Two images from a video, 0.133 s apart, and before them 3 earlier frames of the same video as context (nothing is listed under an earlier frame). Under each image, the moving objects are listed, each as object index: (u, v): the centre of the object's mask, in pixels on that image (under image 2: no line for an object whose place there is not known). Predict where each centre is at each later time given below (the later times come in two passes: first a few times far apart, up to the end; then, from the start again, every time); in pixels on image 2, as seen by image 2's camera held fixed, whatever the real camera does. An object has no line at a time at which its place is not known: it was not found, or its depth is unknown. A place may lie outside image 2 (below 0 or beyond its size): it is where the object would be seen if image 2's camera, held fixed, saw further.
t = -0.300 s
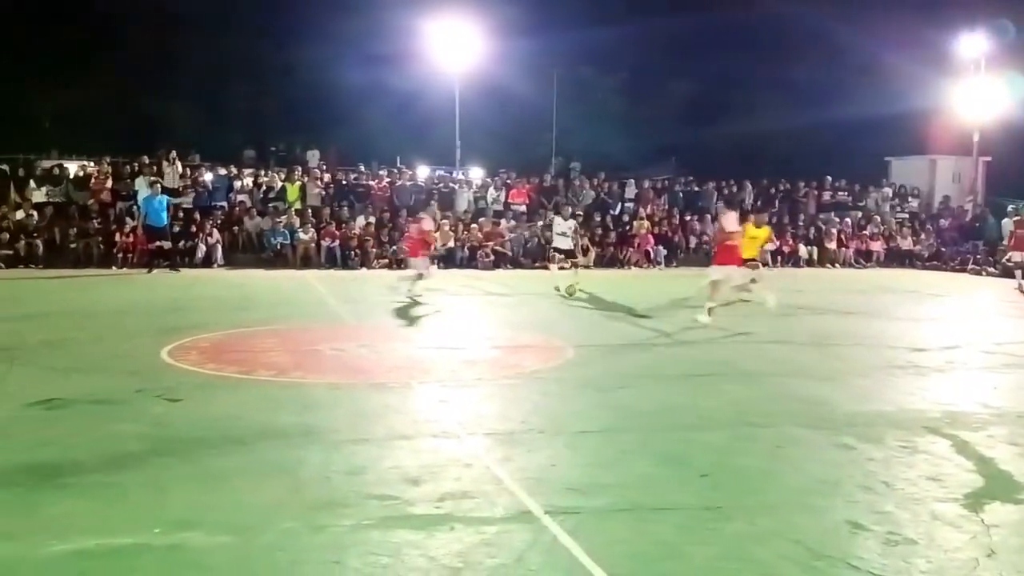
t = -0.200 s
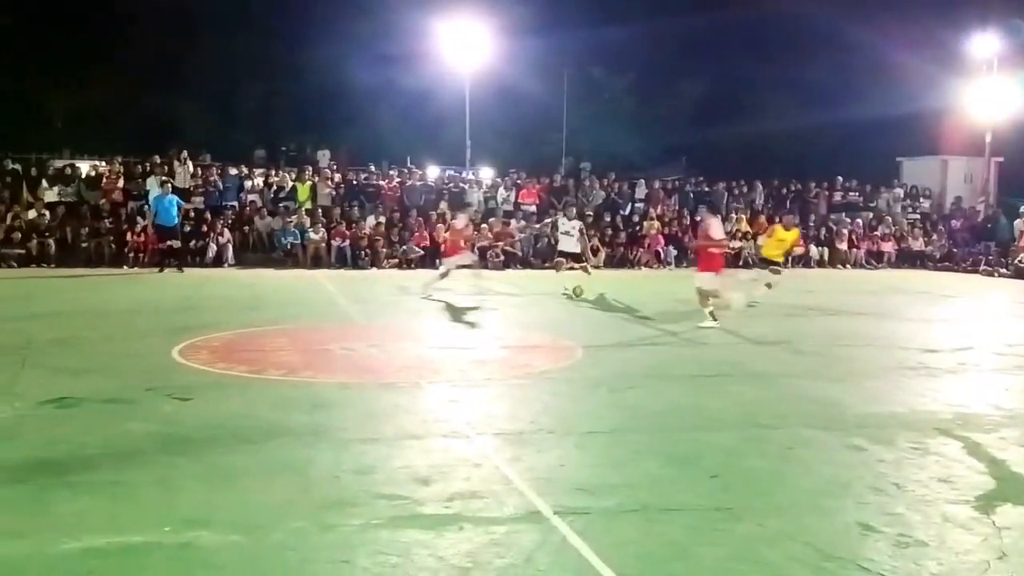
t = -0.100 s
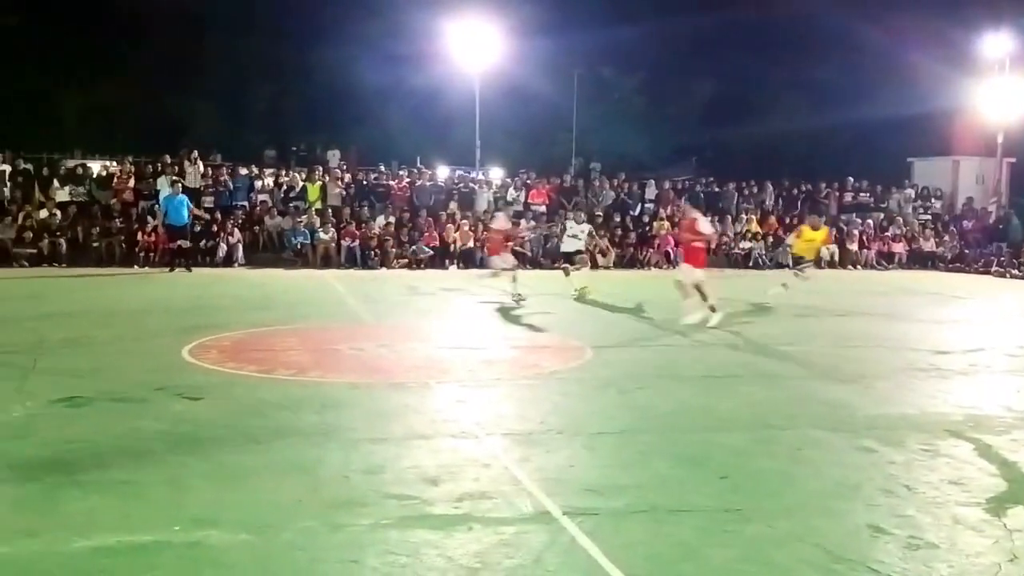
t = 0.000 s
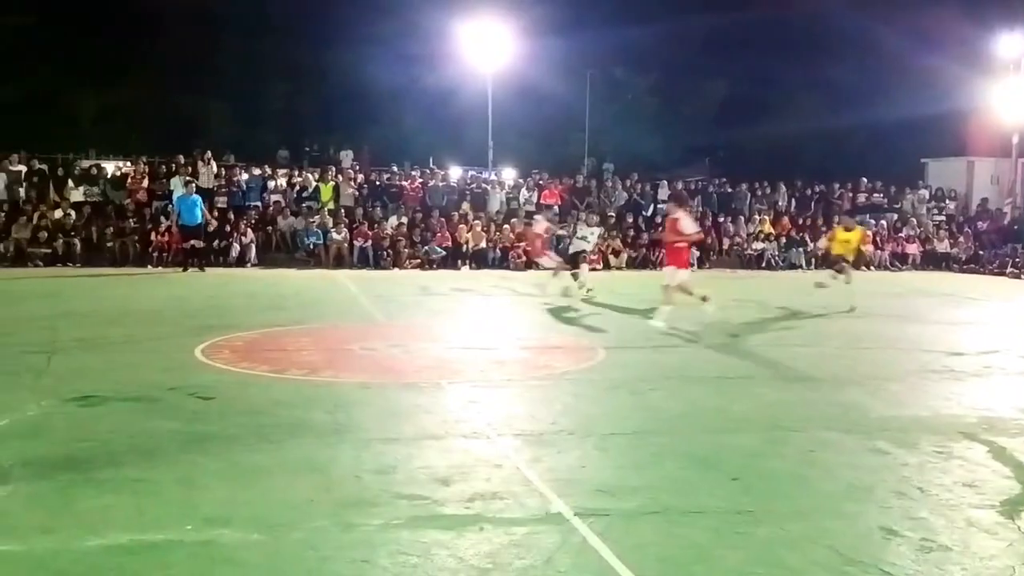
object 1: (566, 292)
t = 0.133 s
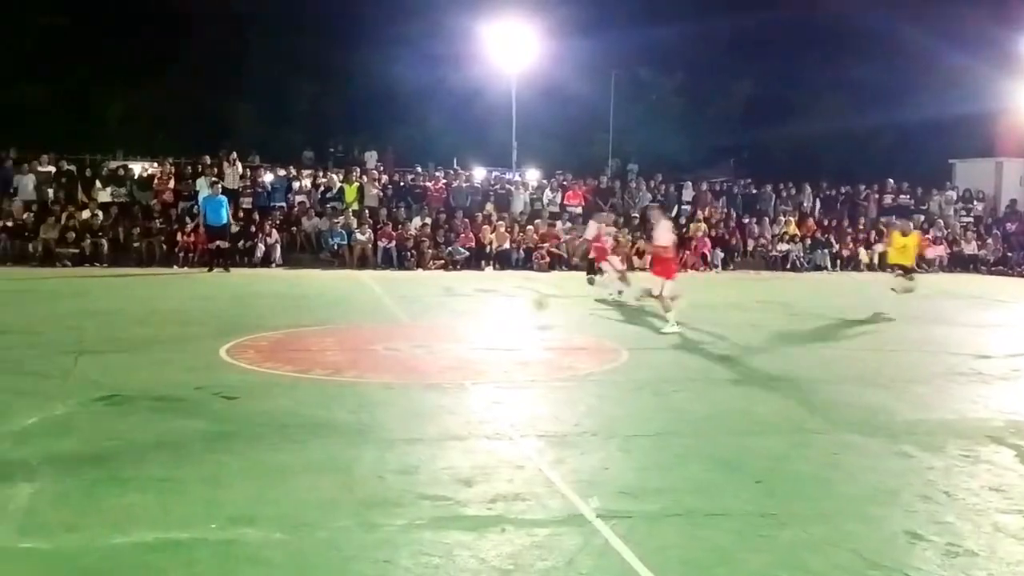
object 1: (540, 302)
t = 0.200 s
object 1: (507, 316)
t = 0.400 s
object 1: (397, 343)
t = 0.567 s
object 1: (272, 369)
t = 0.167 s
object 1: (523, 310)
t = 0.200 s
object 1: (507, 316)
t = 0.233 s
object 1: (489, 327)
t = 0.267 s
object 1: (473, 327)
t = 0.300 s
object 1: (456, 329)
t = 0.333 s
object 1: (437, 333)
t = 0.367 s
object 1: (417, 336)
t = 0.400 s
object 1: (397, 343)
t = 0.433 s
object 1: (373, 352)
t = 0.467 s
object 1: (350, 354)
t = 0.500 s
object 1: (327, 357)
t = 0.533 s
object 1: (300, 362)
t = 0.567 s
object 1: (272, 369)
